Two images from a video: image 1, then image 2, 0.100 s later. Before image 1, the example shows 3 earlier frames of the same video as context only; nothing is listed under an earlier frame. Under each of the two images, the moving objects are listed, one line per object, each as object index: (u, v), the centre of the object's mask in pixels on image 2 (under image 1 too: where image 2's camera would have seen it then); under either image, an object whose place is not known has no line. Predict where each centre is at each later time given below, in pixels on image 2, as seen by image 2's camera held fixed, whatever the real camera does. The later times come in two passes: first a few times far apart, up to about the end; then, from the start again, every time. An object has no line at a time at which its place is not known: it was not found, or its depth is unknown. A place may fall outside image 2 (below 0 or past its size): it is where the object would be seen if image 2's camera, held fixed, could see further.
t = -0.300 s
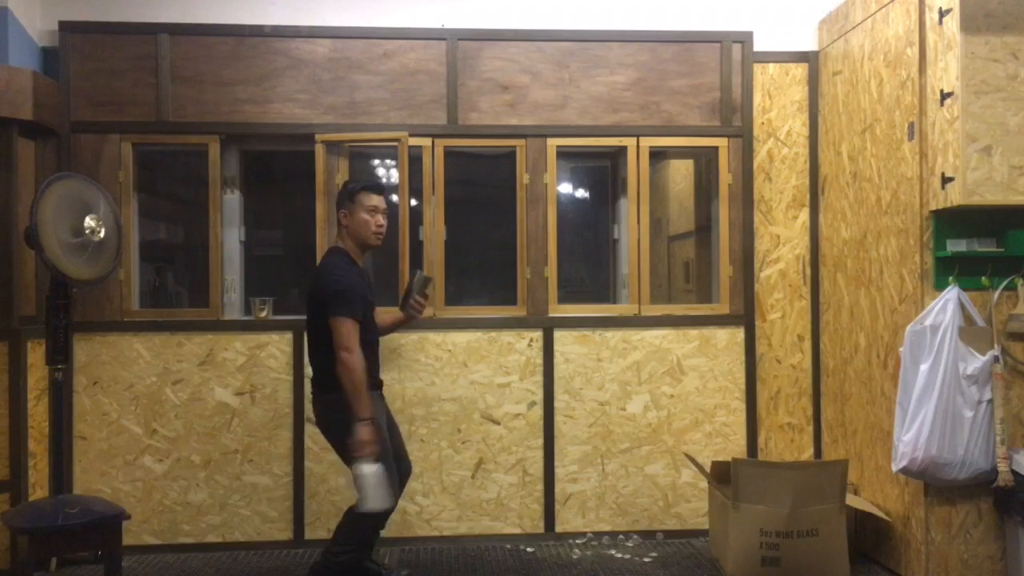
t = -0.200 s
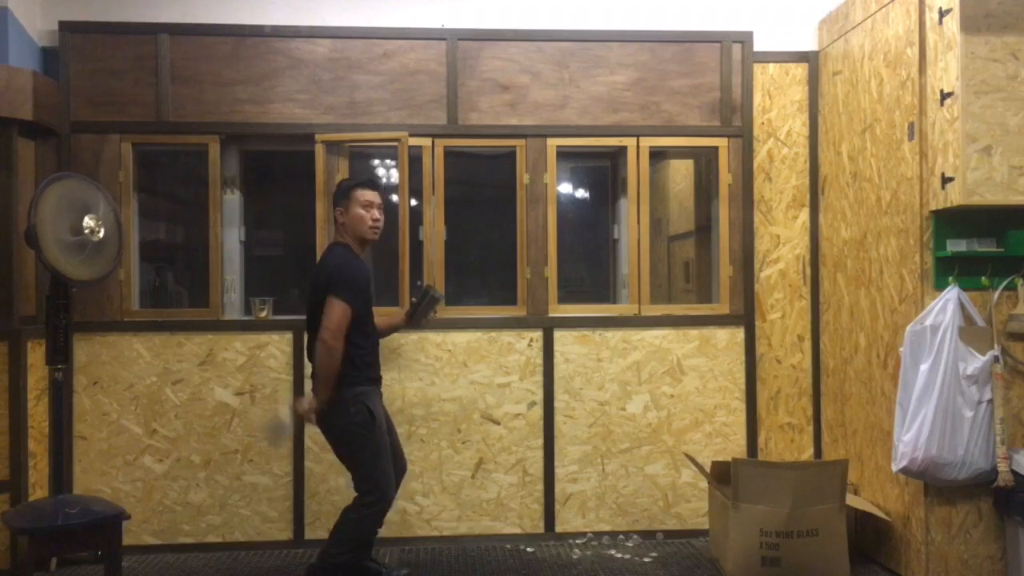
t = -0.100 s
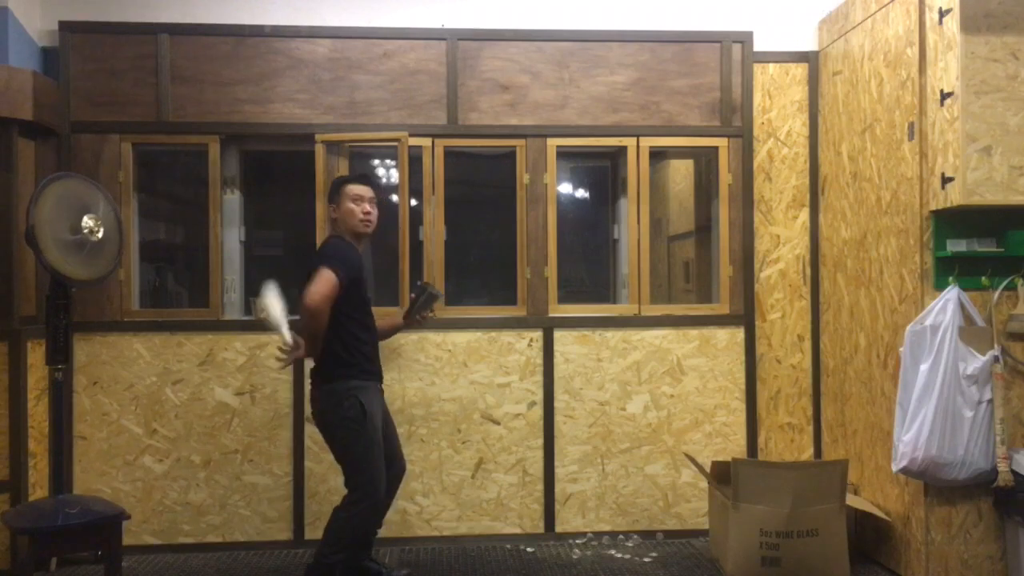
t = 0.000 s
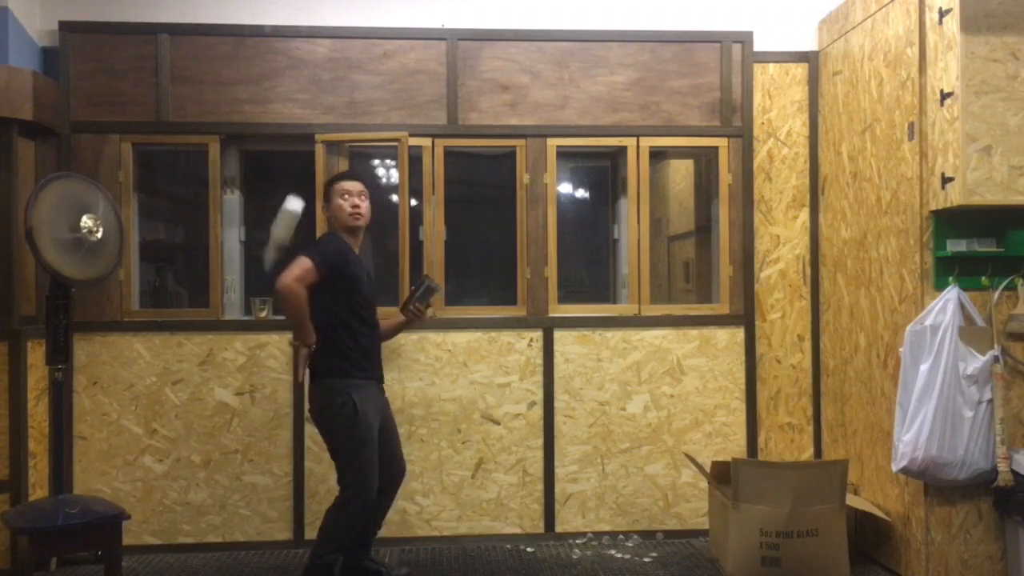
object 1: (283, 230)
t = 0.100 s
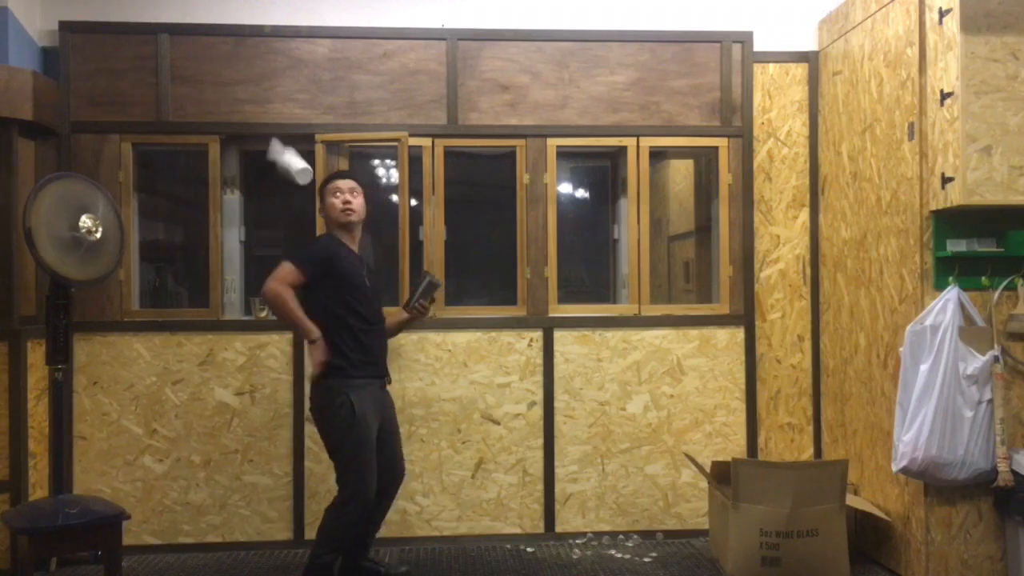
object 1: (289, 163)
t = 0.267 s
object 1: (306, 112)
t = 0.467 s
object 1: (325, 144)
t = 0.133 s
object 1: (293, 146)
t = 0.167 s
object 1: (297, 132)
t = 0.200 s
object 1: (300, 122)
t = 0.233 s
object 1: (303, 117)
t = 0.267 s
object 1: (306, 112)
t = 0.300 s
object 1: (308, 111)
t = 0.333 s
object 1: (311, 113)
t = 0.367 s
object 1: (315, 118)
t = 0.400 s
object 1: (317, 126)
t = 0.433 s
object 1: (320, 134)
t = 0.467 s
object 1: (325, 144)
